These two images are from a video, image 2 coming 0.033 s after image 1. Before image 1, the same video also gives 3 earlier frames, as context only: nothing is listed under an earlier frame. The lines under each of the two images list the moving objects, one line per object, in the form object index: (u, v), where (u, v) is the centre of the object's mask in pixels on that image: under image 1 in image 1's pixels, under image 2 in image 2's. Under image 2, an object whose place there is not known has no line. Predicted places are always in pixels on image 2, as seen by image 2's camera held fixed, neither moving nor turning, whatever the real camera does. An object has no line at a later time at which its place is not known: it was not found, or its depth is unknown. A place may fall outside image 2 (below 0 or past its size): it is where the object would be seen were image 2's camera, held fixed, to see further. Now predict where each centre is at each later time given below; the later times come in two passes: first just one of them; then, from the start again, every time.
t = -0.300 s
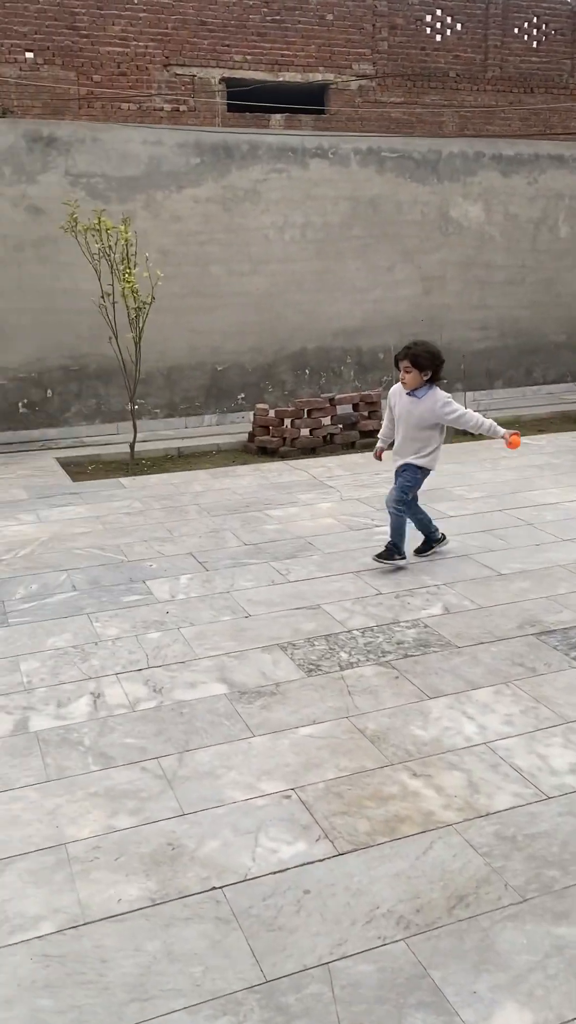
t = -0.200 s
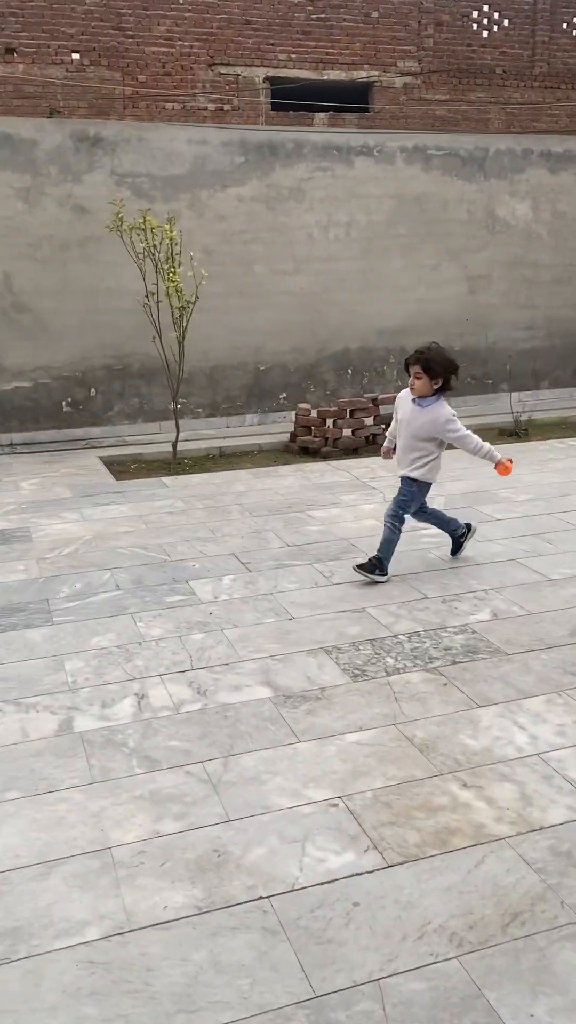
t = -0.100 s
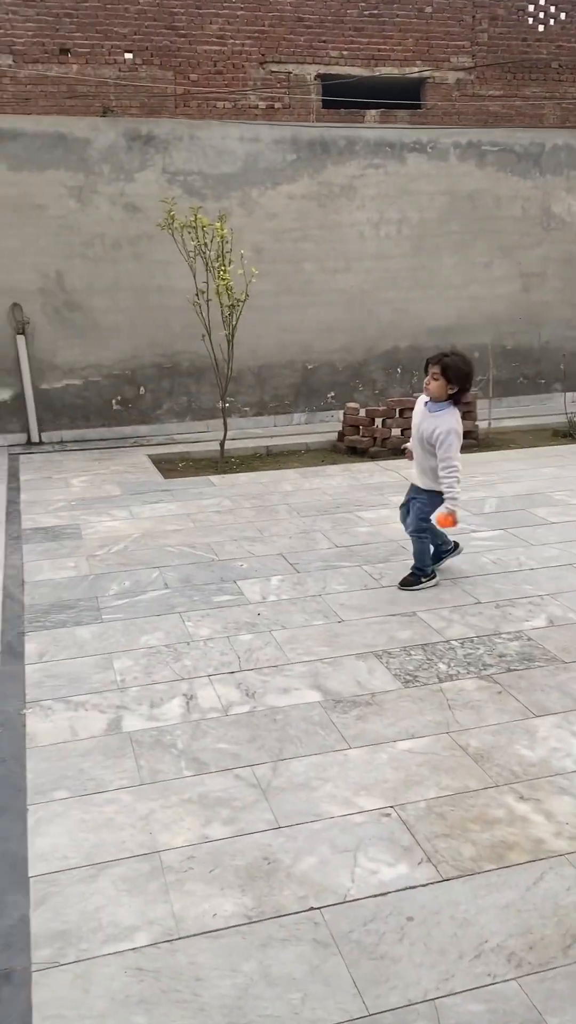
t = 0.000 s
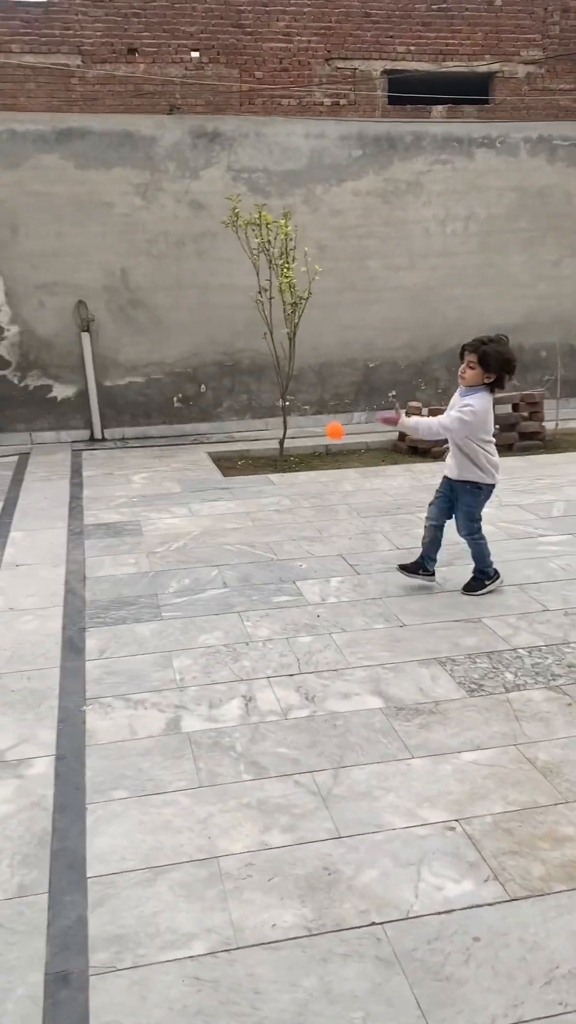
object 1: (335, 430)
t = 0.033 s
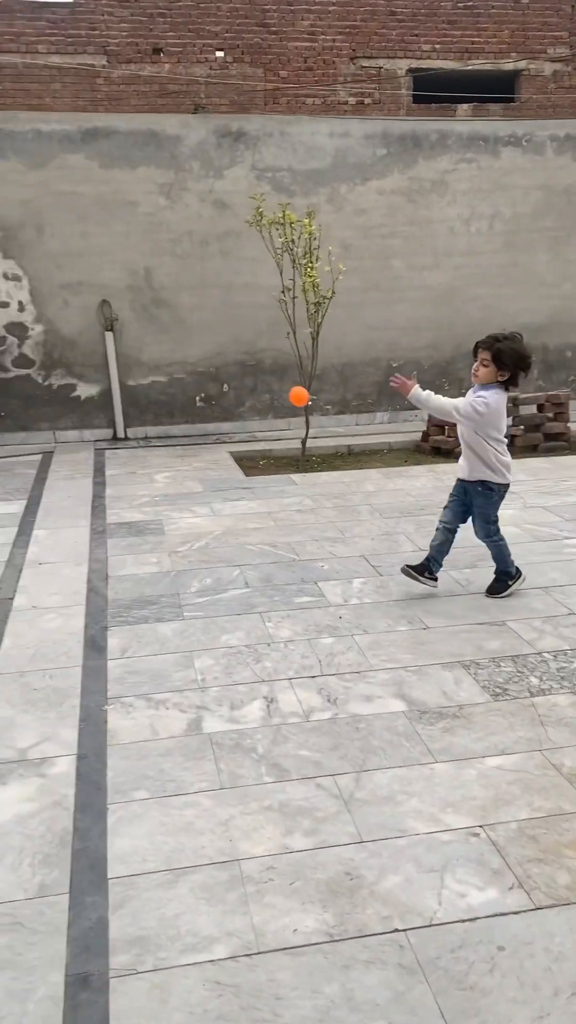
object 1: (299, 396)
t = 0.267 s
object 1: (-163, 229)
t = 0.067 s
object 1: (239, 363)
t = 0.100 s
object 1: (177, 334)
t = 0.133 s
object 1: (113, 307)
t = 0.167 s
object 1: (47, 282)
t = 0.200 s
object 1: (-22, 261)
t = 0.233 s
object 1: (-92, 243)
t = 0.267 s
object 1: (-163, 229)
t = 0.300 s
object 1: (-236, 218)
